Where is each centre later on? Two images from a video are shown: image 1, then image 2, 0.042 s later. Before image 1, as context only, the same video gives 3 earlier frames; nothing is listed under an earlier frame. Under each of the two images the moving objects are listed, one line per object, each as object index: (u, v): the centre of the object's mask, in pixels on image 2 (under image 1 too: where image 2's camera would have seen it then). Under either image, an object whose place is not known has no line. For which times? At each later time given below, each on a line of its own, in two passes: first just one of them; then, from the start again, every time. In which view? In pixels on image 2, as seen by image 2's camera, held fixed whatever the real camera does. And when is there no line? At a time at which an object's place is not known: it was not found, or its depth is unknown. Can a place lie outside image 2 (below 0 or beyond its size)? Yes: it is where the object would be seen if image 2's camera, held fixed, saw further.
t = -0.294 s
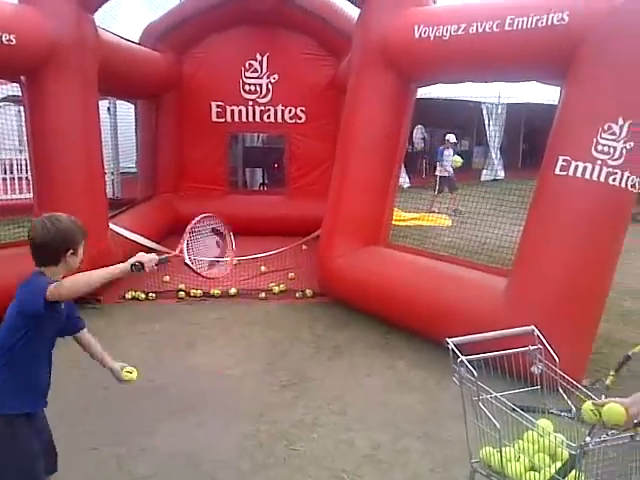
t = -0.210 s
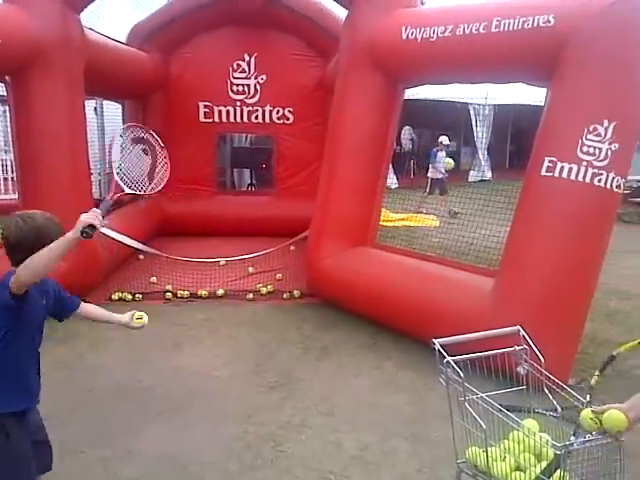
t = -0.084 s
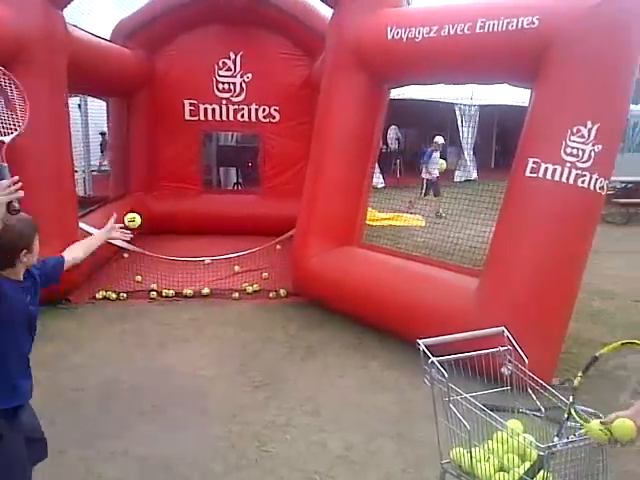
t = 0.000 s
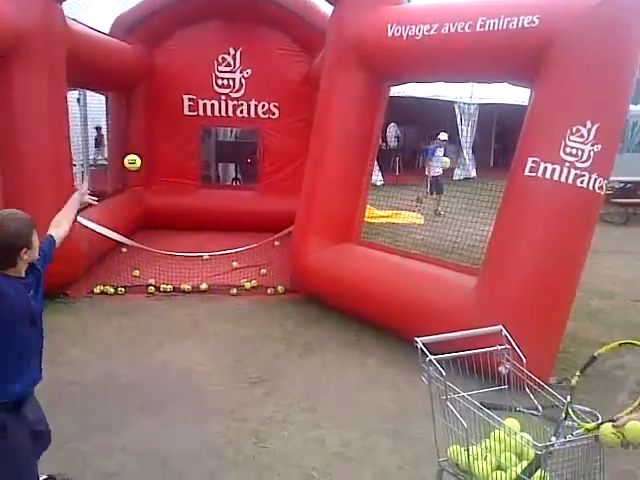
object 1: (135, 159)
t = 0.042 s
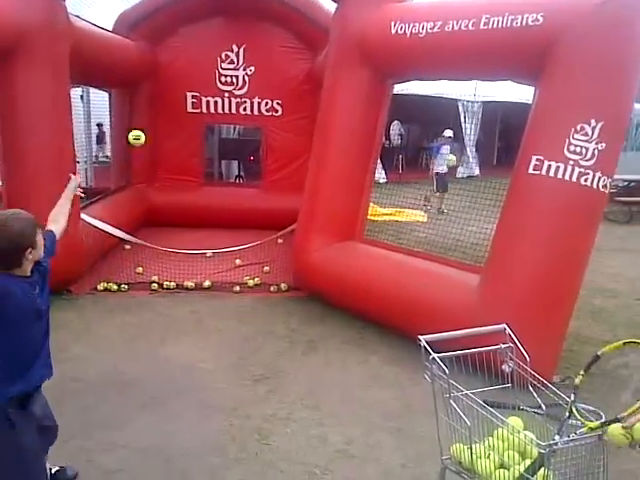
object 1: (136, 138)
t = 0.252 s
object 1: (144, 85)
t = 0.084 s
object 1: (138, 120)
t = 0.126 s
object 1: (139, 105)
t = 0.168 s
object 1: (140, 95)
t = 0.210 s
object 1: (141, 88)
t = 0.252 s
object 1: (144, 85)
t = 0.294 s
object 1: (145, 90)
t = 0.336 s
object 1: (146, 98)
